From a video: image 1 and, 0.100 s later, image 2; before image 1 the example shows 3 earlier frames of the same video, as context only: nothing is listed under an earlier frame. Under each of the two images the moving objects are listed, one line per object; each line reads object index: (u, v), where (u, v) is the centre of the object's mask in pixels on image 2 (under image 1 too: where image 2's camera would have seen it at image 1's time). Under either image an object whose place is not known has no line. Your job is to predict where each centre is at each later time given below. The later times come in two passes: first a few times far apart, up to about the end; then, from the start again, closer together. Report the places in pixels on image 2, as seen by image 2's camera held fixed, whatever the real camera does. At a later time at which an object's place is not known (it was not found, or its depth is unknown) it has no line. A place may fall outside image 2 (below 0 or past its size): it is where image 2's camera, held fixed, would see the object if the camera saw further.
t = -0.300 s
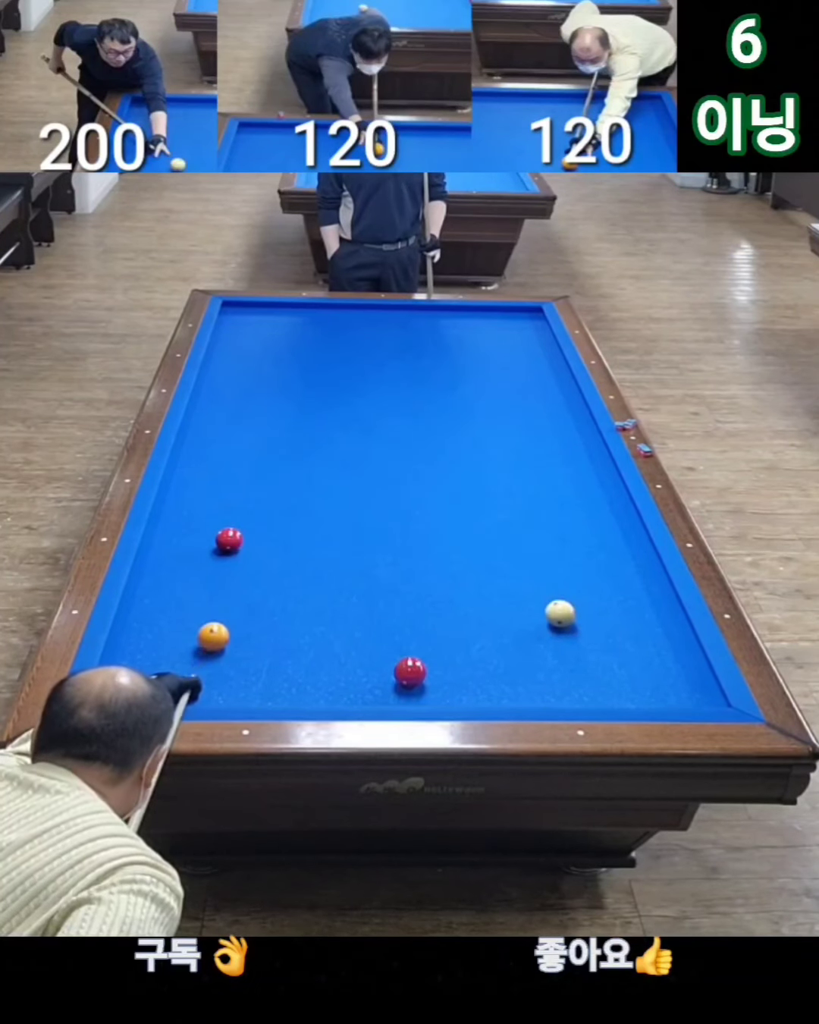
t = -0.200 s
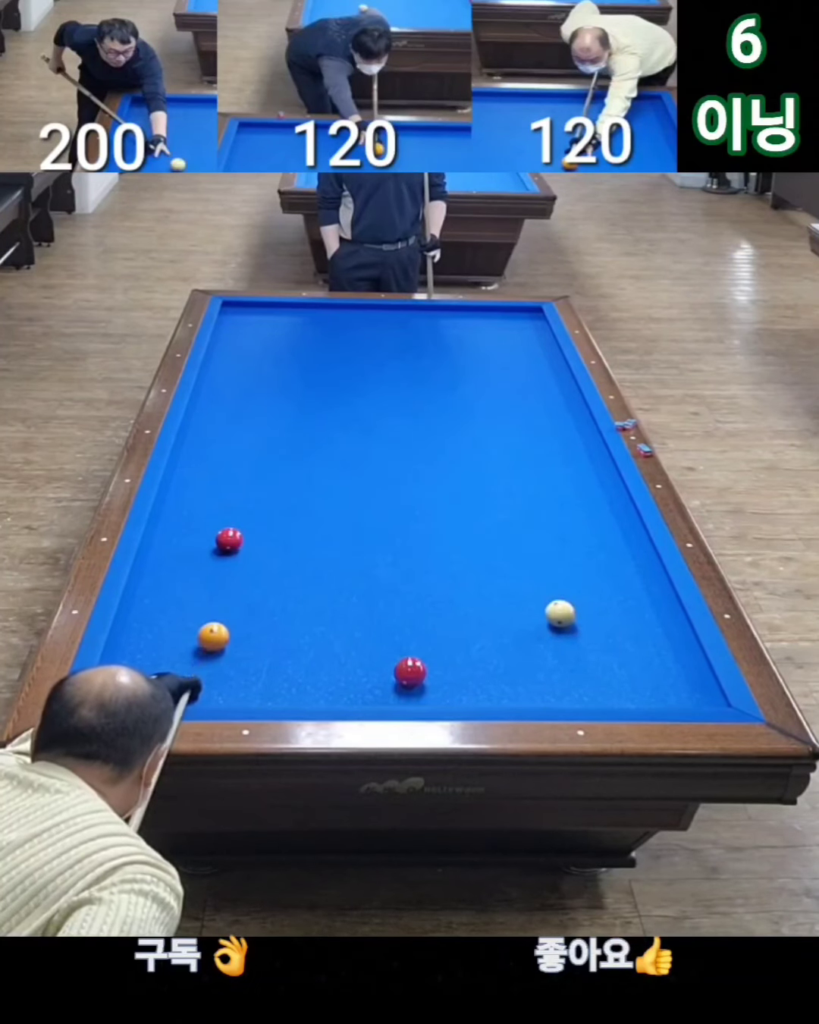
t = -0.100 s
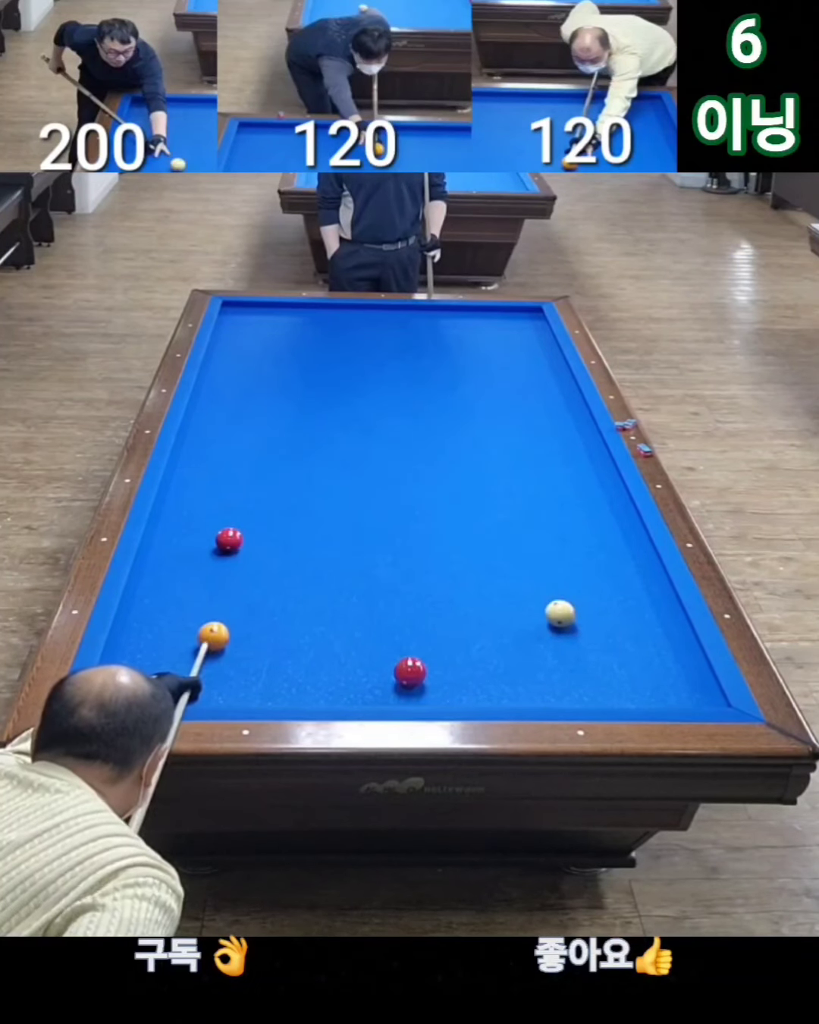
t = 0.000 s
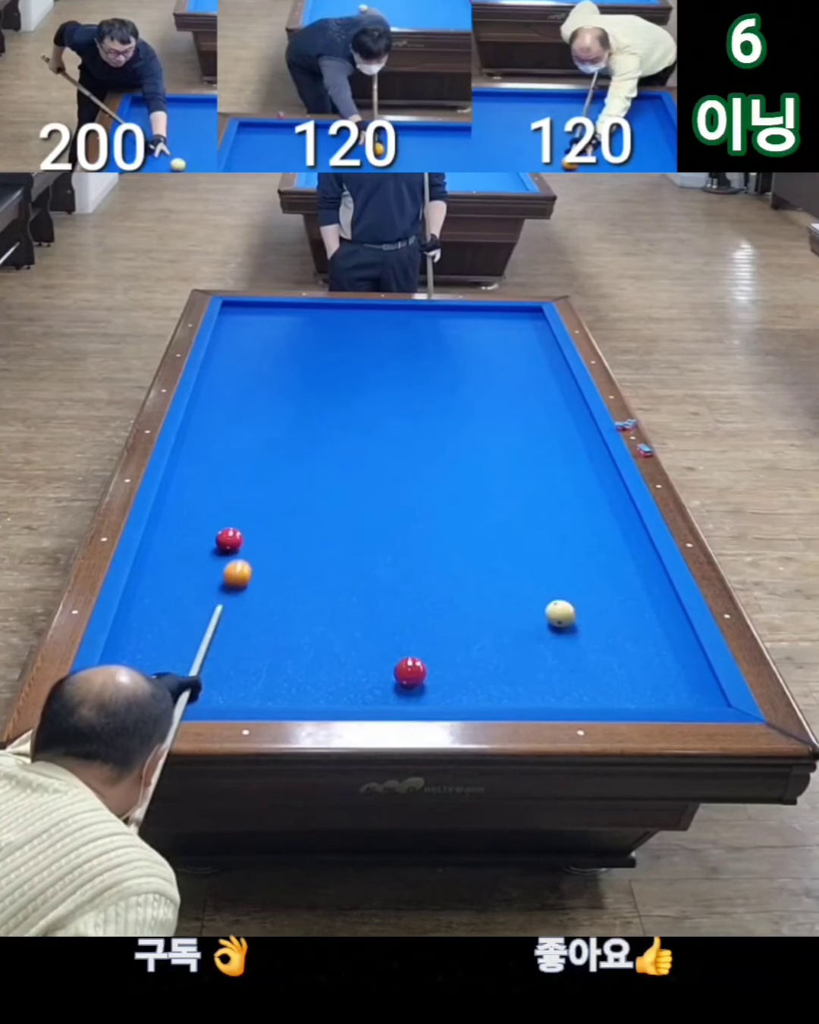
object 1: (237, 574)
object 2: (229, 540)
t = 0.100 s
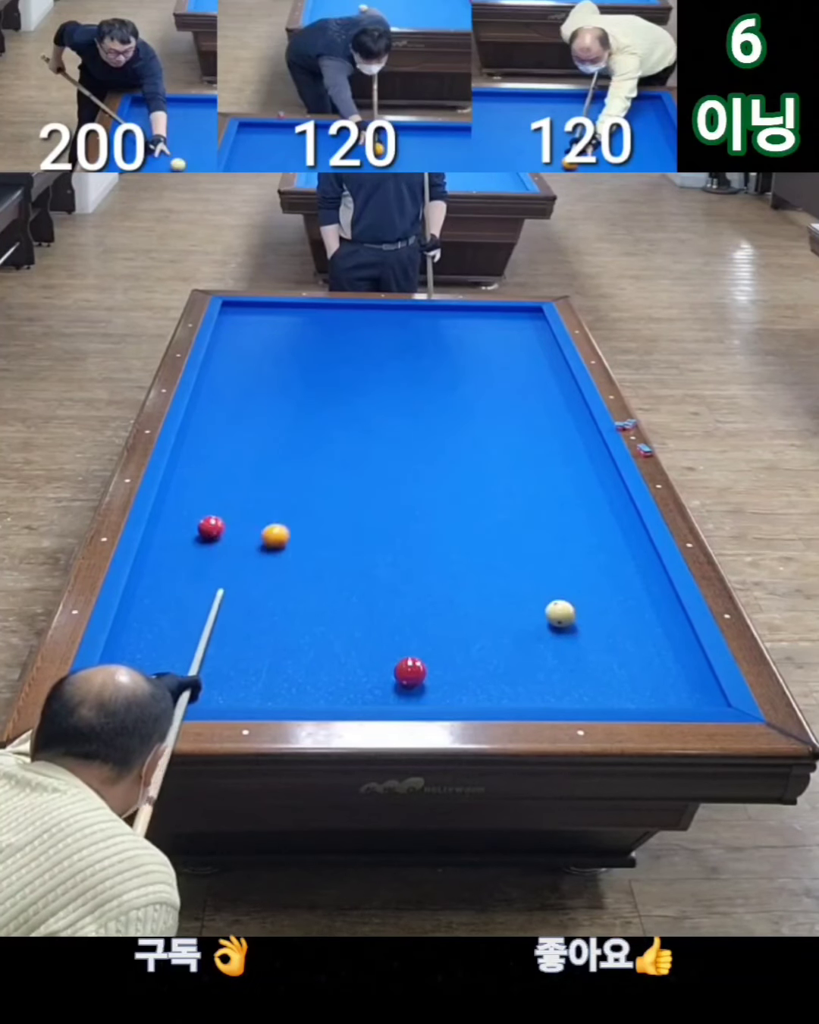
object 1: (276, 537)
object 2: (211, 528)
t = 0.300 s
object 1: (354, 492)
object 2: (175, 495)
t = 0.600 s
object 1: (446, 437)
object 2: (223, 465)
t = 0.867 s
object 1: (512, 396)
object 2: (259, 441)
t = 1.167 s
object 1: (547, 360)
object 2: (296, 417)
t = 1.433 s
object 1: (503, 335)
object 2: (325, 398)
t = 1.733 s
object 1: (462, 310)
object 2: (354, 379)
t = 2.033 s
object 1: (420, 321)
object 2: (381, 362)
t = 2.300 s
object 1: (382, 331)
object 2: (402, 348)
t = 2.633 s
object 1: (332, 345)
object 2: (427, 332)
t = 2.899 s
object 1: (290, 356)
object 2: (444, 320)
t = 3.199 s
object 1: (241, 369)
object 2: (462, 309)
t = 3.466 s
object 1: (211, 381)
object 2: (482, 316)
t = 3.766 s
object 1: (233, 396)
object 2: (503, 323)
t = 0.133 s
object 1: (291, 529)
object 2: (201, 522)
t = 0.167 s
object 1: (305, 521)
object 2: (191, 516)
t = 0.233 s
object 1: (331, 507)
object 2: (174, 504)
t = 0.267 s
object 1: (343, 499)
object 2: (167, 499)
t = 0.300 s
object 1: (354, 492)
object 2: (175, 495)
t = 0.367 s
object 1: (376, 479)
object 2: (187, 488)
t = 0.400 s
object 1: (387, 472)
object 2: (192, 485)
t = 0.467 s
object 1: (408, 460)
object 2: (203, 478)
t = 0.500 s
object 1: (418, 454)
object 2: (208, 474)
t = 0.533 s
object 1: (427, 448)
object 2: (213, 471)
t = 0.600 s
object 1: (446, 437)
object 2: (223, 465)
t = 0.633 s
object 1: (455, 431)
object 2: (227, 462)
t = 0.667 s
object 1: (464, 426)
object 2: (232, 459)
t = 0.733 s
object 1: (480, 416)
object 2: (241, 453)
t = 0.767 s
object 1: (489, 411)
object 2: (246, 450)
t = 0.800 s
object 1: (497, 406)
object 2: (250, 447)
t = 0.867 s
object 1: (512, 396)
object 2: (259, 441)
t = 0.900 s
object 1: (520, 392)
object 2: (263, 438)
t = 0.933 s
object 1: (527, 388)
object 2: (268, 435)
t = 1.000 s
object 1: (541, 379)
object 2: (276, 430)
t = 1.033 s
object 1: (548, 375)
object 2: (280, 428)
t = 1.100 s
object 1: (561, 366)
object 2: (288, 422)
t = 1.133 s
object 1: (554, 363)
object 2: (292, 420)
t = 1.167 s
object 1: (547, 360)
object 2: (296, 417)
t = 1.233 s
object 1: (534, 353)
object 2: (303, 412)
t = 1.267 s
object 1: (529, 350)
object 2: (307, 410)
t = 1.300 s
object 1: (524, 347)
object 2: (311, 407)
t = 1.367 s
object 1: (513, 340)
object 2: (317, 403)
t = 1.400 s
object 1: (508, 337)
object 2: (321, 401)
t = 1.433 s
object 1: (503, 335)
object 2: (325, 398)
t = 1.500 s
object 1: (494, 329)
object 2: (332, 394)
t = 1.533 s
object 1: (489, 326)
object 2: (335, 392)
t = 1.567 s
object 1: (484, 323)
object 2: (338, 389)
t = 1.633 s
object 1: (475, 318)
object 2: (345, 385)
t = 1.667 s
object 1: (471, 315)
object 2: (348, 383)
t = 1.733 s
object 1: (462, 310)
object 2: (354, 379)
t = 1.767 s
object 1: (457, 310)
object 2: (357, 377)
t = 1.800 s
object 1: (452, 312)
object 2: (360, 375)
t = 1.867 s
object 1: (444, 315)
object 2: (366, 371)
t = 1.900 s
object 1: (439, 316)
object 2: (369, 369)
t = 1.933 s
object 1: (434, 317)
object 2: (372, 367)
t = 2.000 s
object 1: (425, 320)
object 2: (378, 364)
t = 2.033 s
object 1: (420, 321)
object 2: (381, 362)
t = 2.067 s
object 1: (415, 322)
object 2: (383, 360)
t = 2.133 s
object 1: (406, 325)
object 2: (389, 356)
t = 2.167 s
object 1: (401, 326)
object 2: (392, 354)
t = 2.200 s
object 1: (396, 328)
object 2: (395, 353)
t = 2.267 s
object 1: (386, 330)
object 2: (400, 349)
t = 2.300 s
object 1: (382, 331)
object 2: (402, 348)
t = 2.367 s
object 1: (372, 334)
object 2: (407, 345)
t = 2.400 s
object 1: (367, 335)
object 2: (410, 343)
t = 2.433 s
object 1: (362, 337)
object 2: (413, 341)
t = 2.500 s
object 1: (352, 339)
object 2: (418, 338)
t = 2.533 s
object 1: (347, 341)
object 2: (420, 337)
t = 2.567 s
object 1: (342, 342)
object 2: (422, 335)
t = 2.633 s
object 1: (332, 345)
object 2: (427, 332)
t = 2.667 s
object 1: (326, 346)
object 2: (429, 330)
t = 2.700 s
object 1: (321, 348)
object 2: (431, 329)
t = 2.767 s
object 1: (311, 350)
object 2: (436, 326)
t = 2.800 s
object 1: (306, 352)
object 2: (438, 324)
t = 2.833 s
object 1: (300, 353)
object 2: (440, 323)
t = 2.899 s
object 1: (290, 356)
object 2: (444, 320)
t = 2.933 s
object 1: (284, 358)
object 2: (447, 319)
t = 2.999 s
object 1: (274, 360)
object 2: (450, 316)
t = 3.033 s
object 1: (269, 362)
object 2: (452, 315)
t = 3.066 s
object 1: (263, 363)
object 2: (454, 313)
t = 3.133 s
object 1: (252, 366)
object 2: (458, 311)
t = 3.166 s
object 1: (247, 367)
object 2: (460, 310)
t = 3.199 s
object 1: (241, 369)
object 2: (462, 309)
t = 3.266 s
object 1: (230, 372)
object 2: (467, 311)
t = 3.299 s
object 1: (224, 373)
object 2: (470, 312)
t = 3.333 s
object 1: (219, 375)
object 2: (472, 312)
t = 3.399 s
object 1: (208, 378)
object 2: (477, 314)
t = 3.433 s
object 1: (208, 380)
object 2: (479, 315)
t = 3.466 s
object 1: (211, 381)
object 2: (482, 316)
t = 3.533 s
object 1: (216, 384)
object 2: (487, 317)
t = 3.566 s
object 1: (219, 386)
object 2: (489, 318)
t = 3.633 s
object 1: (223, 390)
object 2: (493, 320)
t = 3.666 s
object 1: (226, 391)
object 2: (496, 320)
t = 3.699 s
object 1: (229, 393)
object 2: (498, 321)
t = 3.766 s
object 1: (233, 396)
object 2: (503, 323)
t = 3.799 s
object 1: (236, 397)
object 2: (505, 323)
